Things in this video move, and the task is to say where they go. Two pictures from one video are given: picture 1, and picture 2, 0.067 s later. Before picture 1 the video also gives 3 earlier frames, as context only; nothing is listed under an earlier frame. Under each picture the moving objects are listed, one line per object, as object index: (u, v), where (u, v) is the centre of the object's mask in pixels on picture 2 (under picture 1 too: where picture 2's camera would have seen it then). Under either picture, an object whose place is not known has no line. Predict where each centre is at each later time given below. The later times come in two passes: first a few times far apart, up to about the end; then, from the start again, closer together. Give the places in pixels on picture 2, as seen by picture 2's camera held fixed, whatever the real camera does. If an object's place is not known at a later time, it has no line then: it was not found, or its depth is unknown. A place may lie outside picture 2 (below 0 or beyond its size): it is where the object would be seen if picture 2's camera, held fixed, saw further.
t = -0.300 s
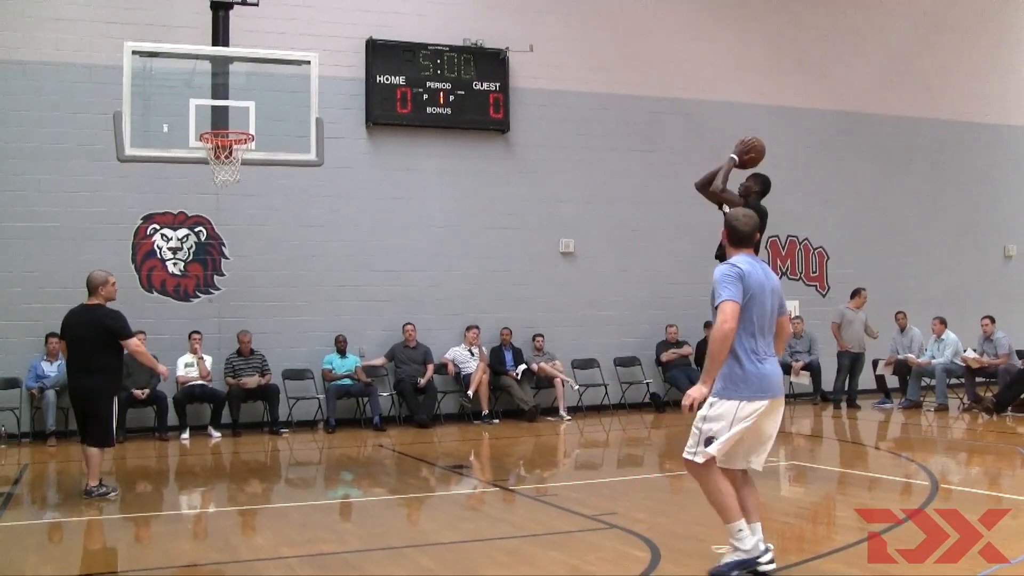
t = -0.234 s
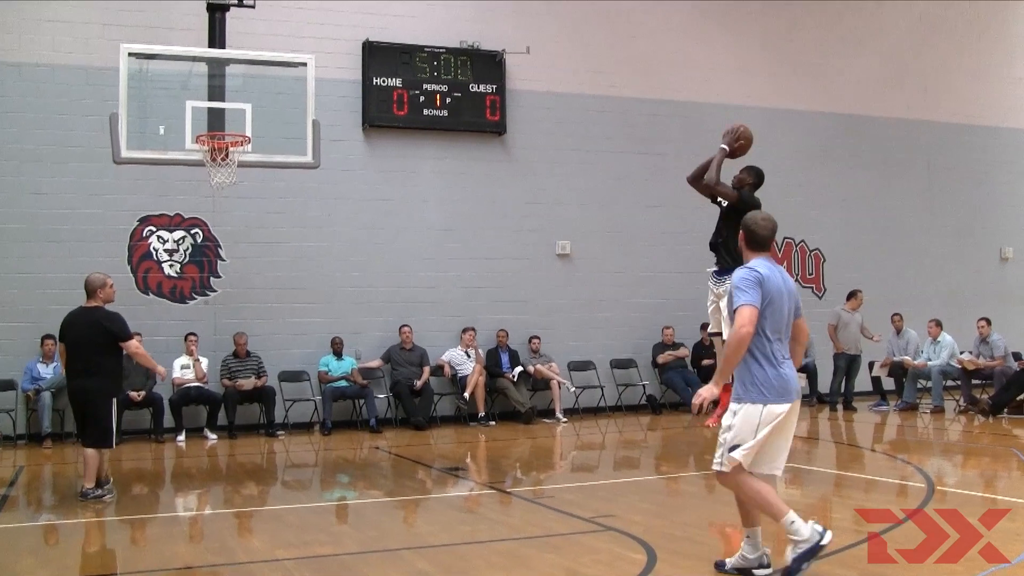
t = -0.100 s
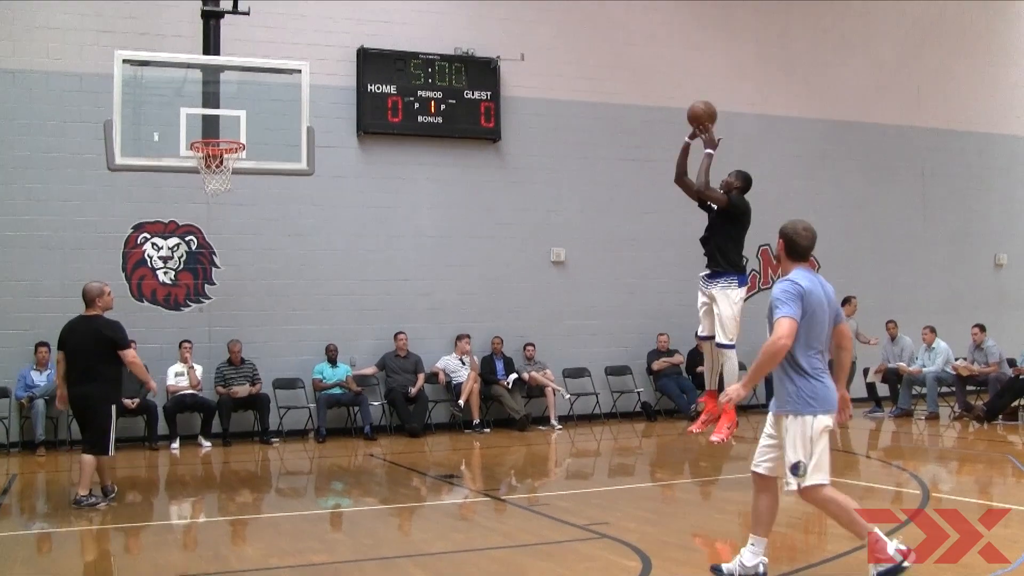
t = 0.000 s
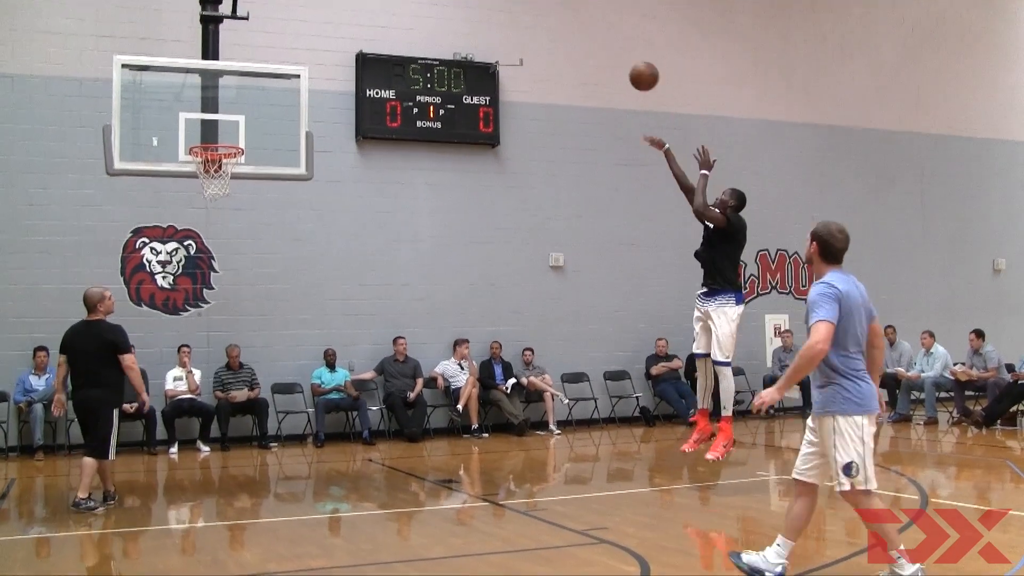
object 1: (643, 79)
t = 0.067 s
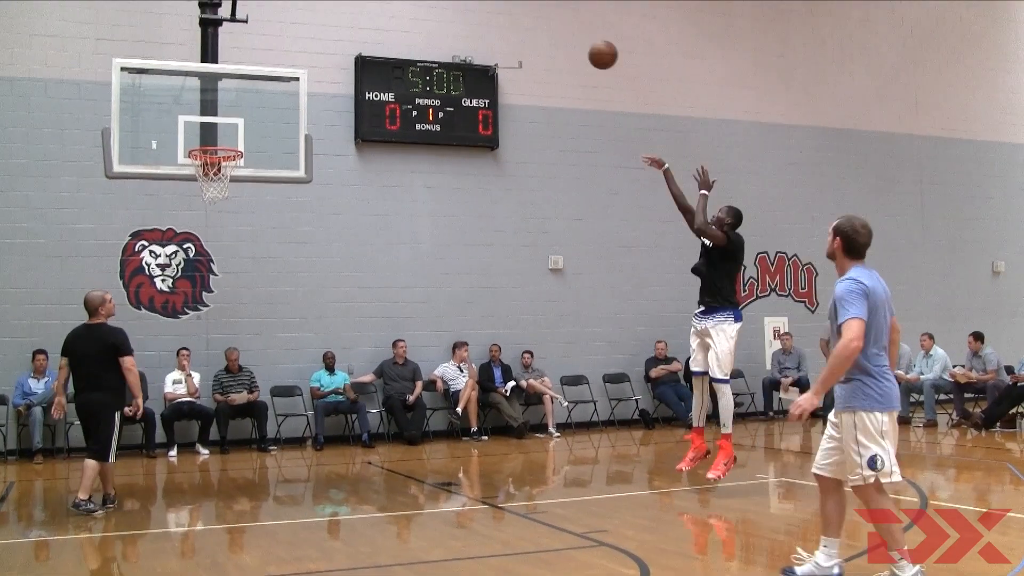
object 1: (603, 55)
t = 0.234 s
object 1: (507, 20)
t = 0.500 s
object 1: (367, 31)
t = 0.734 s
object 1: (255, 101)
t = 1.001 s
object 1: (228, 179)
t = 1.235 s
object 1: (219, 216)
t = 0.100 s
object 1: (583, 46)
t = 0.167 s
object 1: (545, 30)
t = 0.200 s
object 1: (526, 25)
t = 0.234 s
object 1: (507, 20)
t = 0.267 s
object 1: (489, 17)
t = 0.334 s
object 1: (453, 15)
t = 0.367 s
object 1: (435, 16)
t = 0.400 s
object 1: (418, 18)
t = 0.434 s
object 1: (401, 21)
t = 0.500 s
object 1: (367, 31)
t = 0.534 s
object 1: (350, 37)
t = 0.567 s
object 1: (334, 45)
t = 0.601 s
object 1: (318, 54)
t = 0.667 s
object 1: (286, 75)
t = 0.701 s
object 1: (271, 88)
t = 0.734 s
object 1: (255, 101)
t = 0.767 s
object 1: (240, 115)
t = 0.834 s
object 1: (210, 141)
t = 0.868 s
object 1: (213, 154)
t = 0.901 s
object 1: (220, 161)
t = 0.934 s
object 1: (223, 165)
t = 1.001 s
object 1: (228, 179)
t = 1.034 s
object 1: (229, 184)
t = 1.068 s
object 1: (227, 192)
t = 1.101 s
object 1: (226, 195)
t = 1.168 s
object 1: (223, 202)
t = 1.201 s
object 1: (221, 208)
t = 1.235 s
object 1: (219, 216)
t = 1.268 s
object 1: (216, 225)
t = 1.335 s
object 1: (212, 247)
